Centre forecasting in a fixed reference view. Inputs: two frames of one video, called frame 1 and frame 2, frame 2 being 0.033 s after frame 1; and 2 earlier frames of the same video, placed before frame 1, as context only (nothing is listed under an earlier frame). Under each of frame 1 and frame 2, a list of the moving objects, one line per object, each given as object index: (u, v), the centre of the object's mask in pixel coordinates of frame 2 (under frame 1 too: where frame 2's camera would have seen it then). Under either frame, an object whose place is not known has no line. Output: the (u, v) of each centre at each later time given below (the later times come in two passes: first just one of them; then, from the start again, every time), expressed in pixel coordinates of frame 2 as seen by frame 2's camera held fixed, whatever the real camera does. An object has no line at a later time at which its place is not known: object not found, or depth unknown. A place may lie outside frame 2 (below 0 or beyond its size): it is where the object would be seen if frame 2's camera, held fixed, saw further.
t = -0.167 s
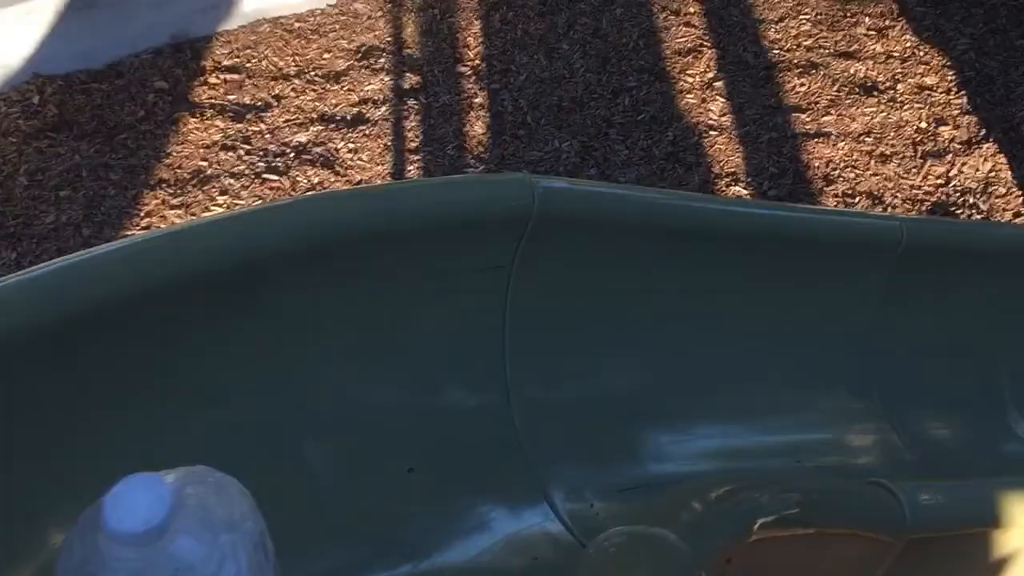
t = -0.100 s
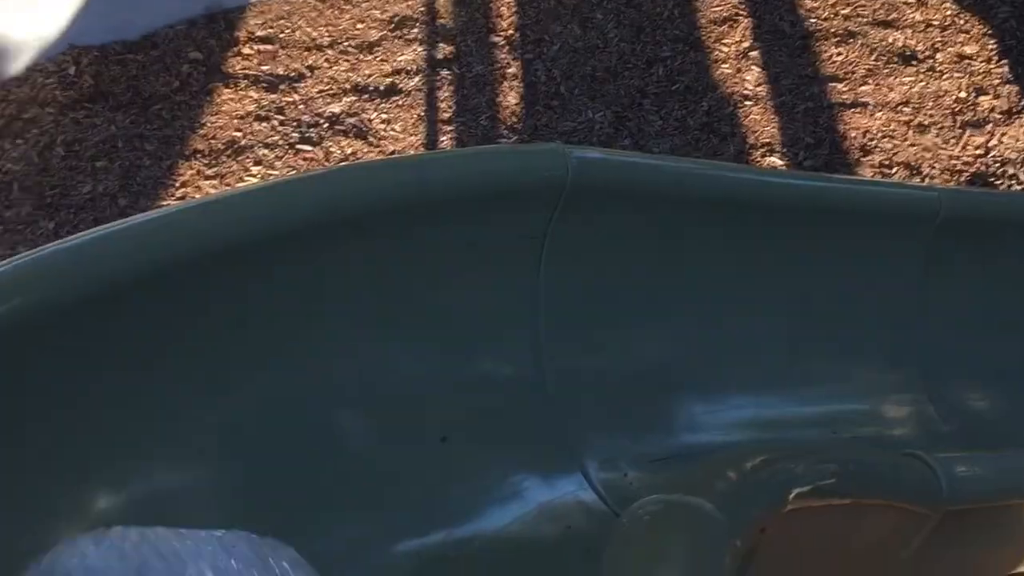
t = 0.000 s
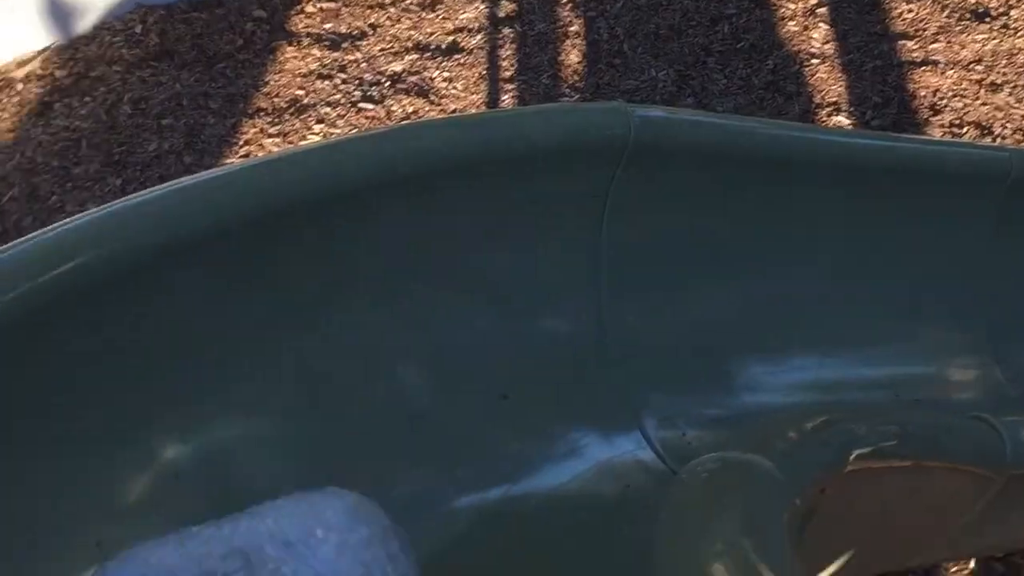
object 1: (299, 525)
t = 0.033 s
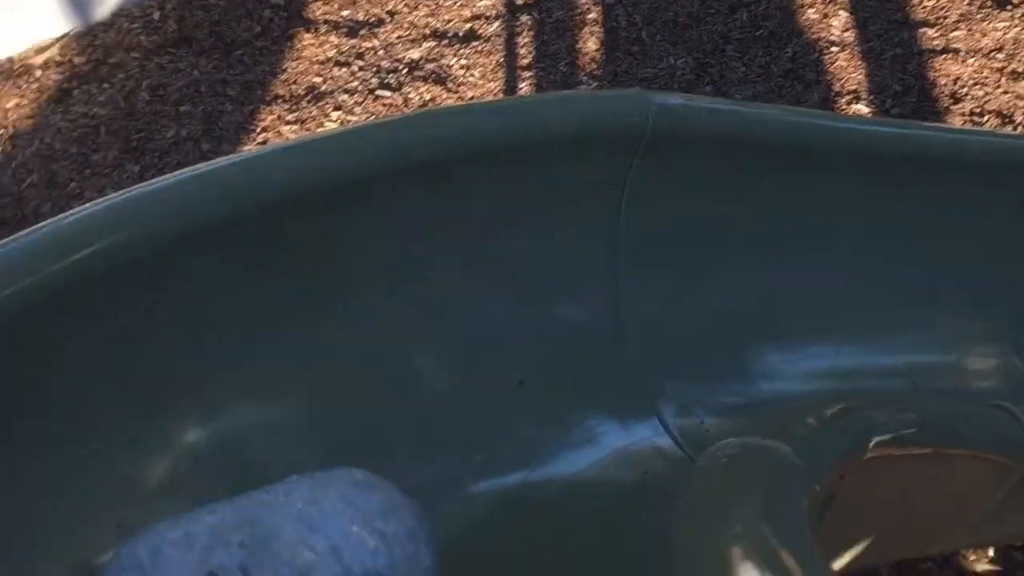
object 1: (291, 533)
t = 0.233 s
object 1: (375, 530)
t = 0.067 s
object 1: (285, 542)
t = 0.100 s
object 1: (296, 546)
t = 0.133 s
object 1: (314, 548)
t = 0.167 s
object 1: (332, 544)
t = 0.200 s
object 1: (352, 538)
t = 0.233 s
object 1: (375, 530)
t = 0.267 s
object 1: (401, 520)
